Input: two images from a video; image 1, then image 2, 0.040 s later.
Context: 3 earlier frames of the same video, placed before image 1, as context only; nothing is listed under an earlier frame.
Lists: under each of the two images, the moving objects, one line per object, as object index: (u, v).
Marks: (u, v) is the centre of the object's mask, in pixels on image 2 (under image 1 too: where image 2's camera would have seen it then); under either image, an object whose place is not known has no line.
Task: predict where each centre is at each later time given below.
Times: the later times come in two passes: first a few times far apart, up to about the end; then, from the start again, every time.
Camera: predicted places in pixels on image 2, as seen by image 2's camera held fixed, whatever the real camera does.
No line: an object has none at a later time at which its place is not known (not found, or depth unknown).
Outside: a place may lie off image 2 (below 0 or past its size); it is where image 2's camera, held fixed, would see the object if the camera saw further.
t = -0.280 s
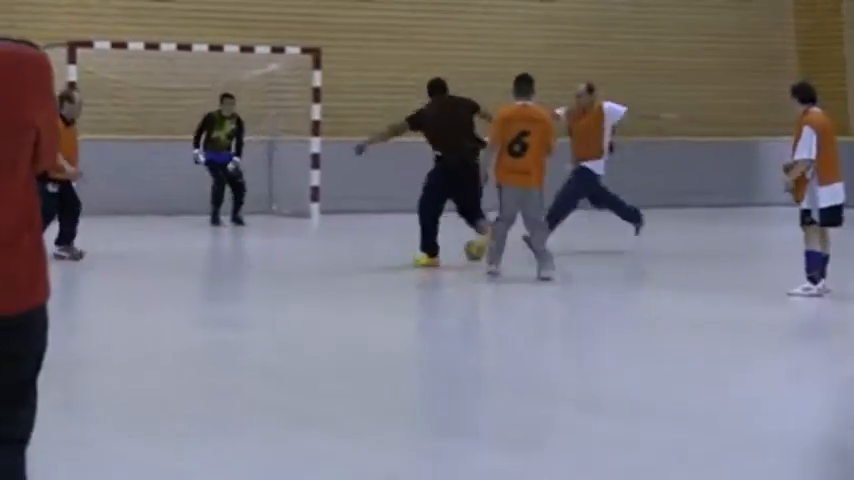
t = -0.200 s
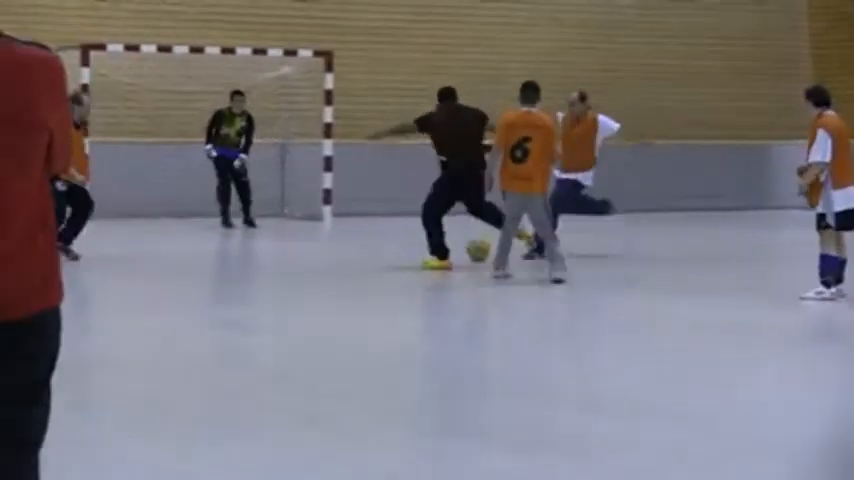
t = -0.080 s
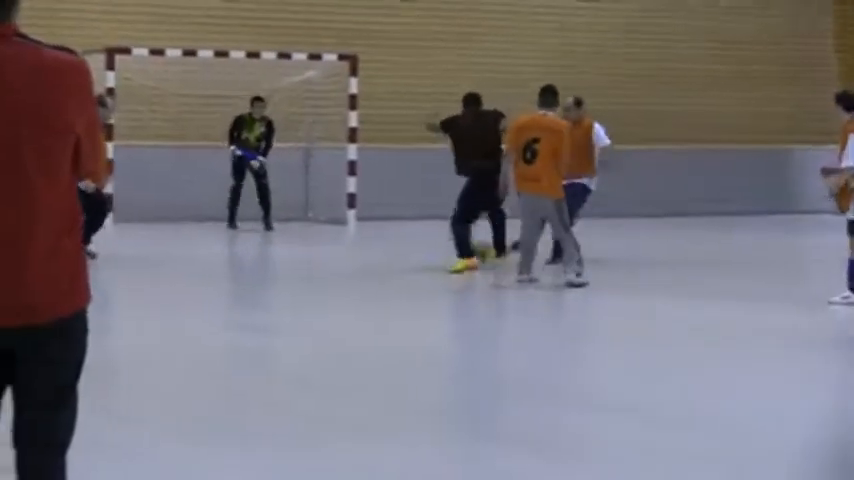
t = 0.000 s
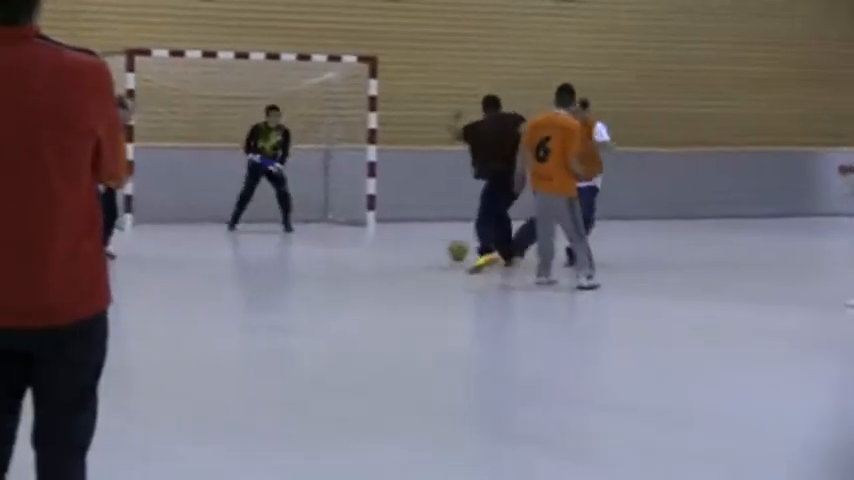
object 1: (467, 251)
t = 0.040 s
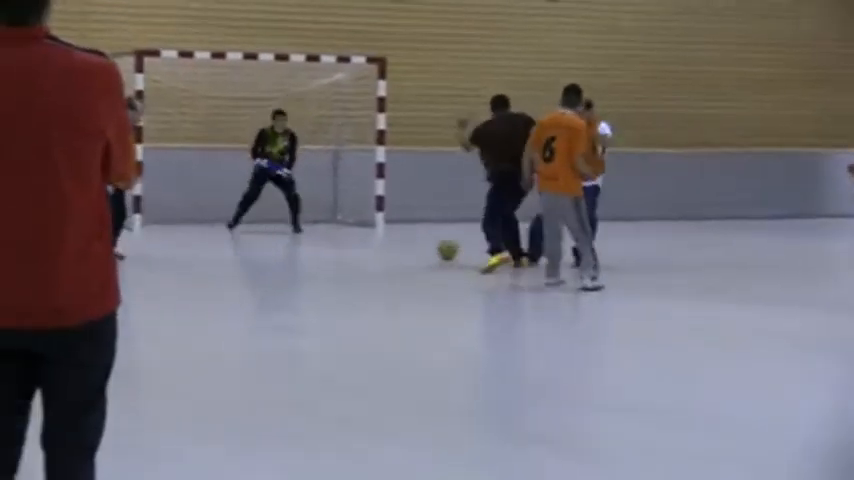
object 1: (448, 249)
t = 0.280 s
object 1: (351, 241)
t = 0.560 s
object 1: (270, 235)
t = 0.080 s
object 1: (429, 248)
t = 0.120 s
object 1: (412, 247)
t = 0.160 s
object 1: (395, 245)
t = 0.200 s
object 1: (380, 244)
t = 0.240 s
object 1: (365, 243)
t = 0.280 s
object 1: (351, 241)
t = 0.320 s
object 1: (337, 240)
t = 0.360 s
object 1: (325, 239)
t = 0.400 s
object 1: (313, 238)
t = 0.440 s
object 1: (302, 237)
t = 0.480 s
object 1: (290, 236)
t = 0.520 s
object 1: (279, 236)
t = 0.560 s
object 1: (270, 235)
